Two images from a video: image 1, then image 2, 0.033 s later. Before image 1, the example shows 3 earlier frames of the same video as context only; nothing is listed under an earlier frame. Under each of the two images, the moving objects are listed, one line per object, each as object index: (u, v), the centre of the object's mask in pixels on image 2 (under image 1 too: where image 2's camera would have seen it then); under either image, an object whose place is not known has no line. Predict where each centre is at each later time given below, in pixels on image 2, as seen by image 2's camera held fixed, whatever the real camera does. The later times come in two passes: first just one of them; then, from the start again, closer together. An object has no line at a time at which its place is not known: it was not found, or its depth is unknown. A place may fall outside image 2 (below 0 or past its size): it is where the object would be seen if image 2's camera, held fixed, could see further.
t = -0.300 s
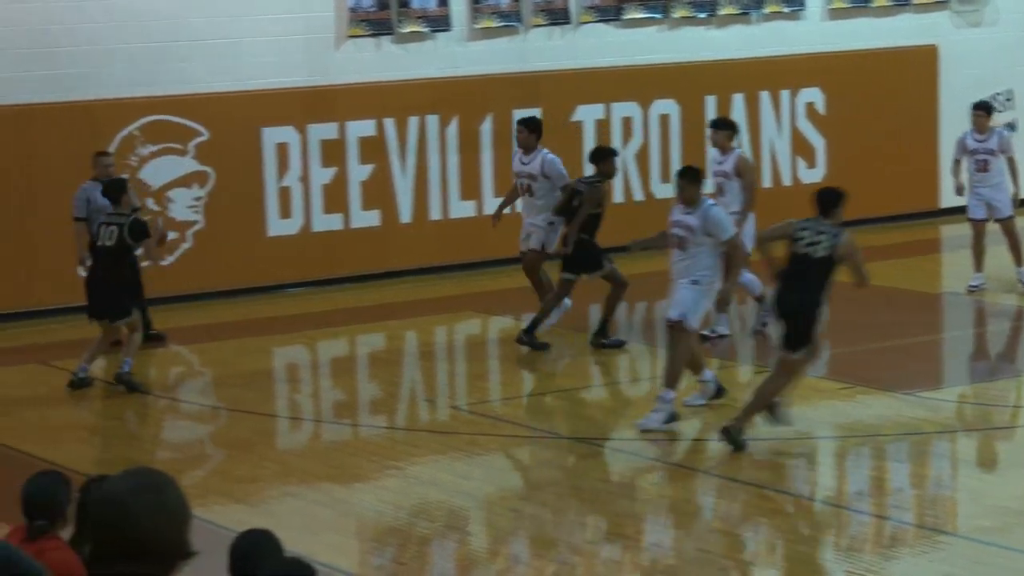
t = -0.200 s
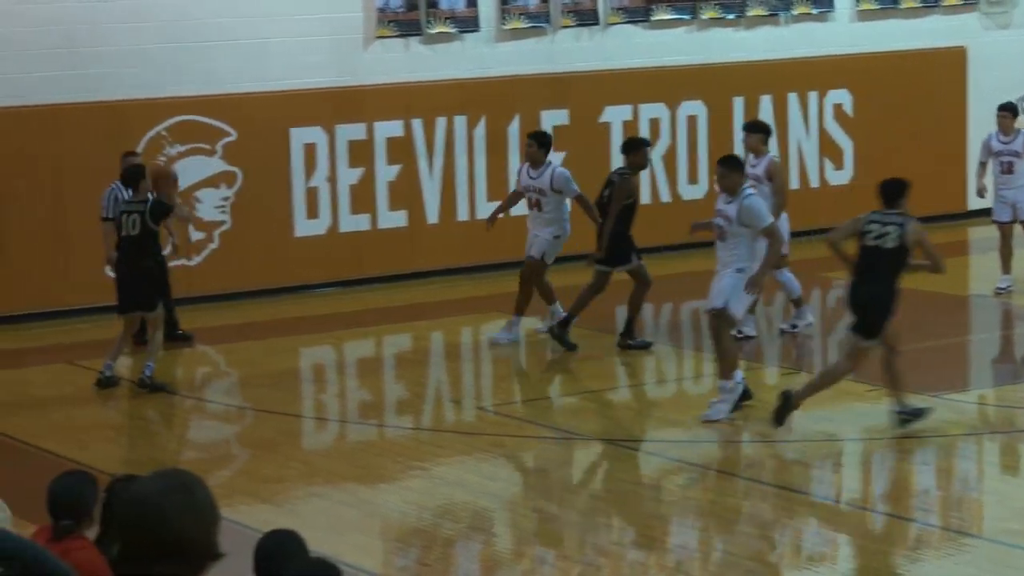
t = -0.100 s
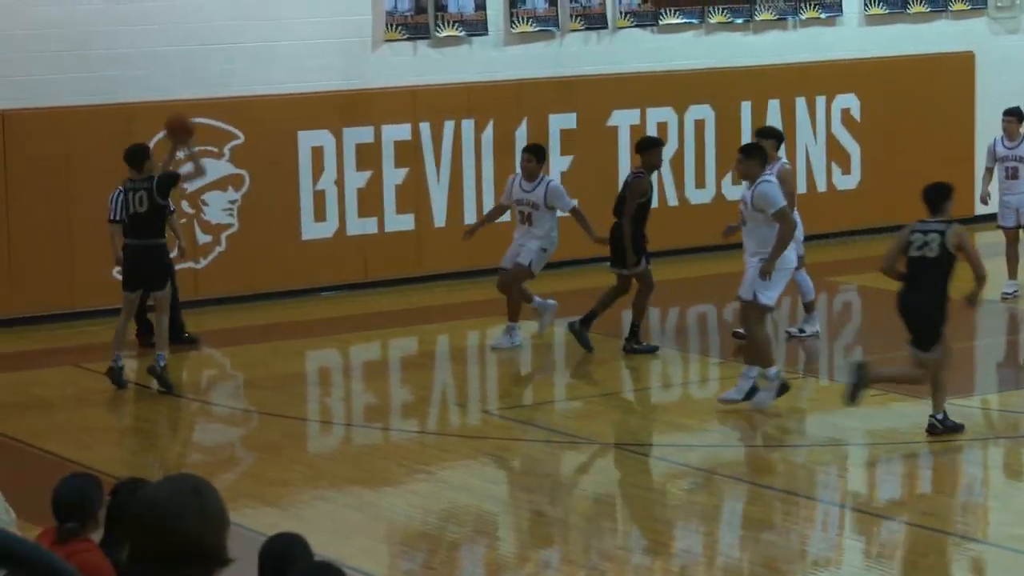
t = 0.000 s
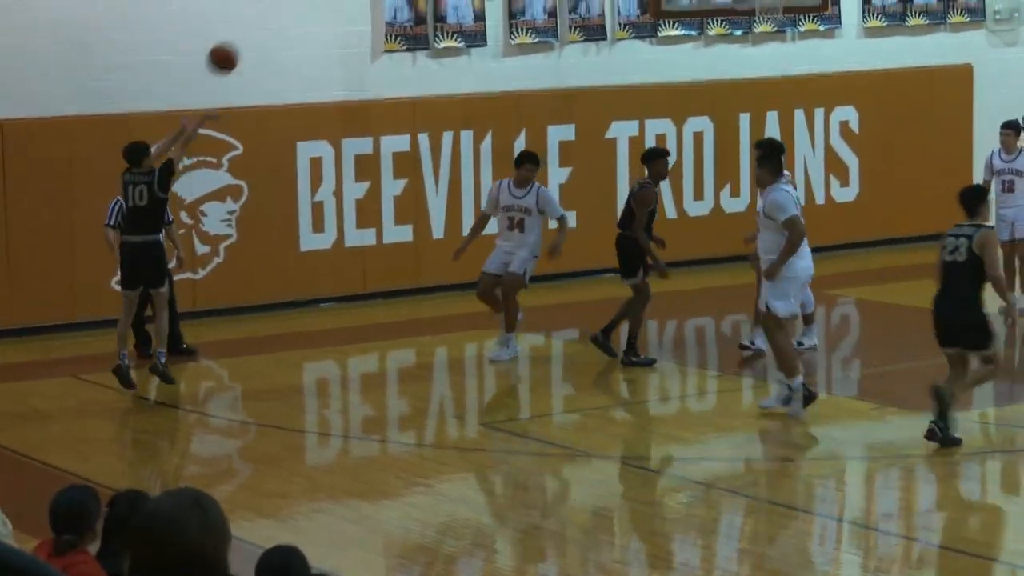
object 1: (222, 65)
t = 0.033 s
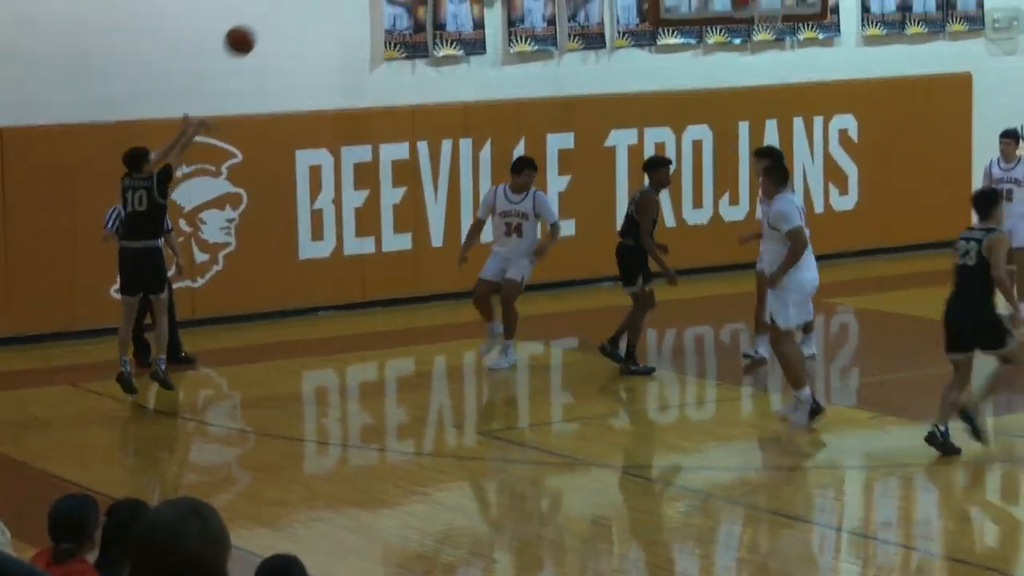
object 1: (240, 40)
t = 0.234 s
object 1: (347, -85)
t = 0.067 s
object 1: (258, 16)
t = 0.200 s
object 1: (329, -68)
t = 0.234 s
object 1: (347, -85)
